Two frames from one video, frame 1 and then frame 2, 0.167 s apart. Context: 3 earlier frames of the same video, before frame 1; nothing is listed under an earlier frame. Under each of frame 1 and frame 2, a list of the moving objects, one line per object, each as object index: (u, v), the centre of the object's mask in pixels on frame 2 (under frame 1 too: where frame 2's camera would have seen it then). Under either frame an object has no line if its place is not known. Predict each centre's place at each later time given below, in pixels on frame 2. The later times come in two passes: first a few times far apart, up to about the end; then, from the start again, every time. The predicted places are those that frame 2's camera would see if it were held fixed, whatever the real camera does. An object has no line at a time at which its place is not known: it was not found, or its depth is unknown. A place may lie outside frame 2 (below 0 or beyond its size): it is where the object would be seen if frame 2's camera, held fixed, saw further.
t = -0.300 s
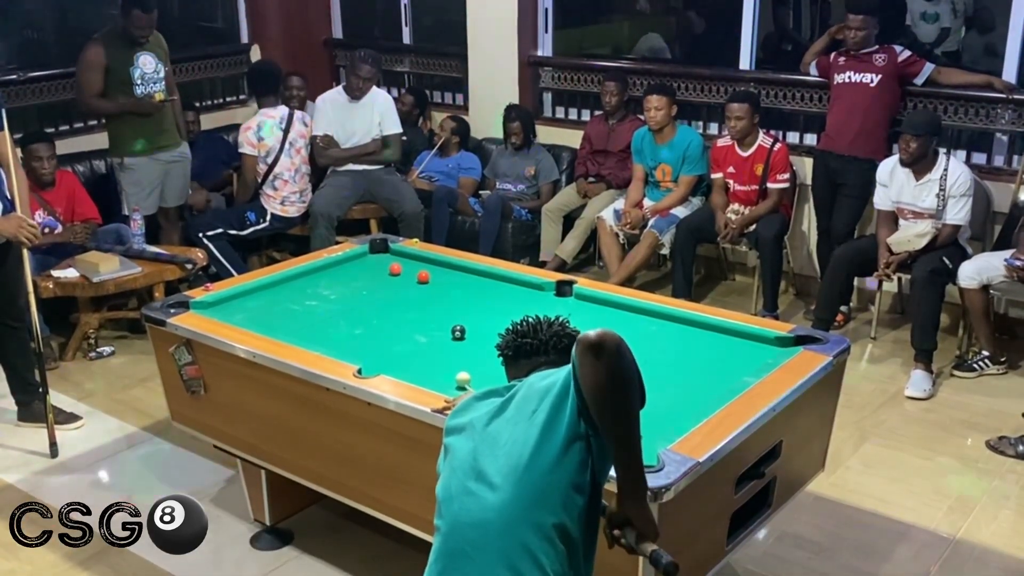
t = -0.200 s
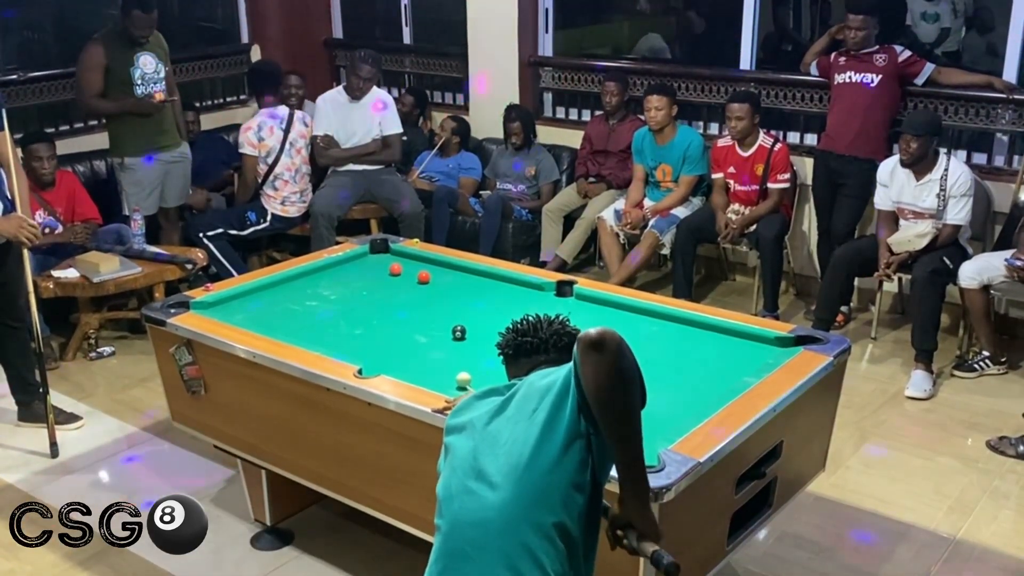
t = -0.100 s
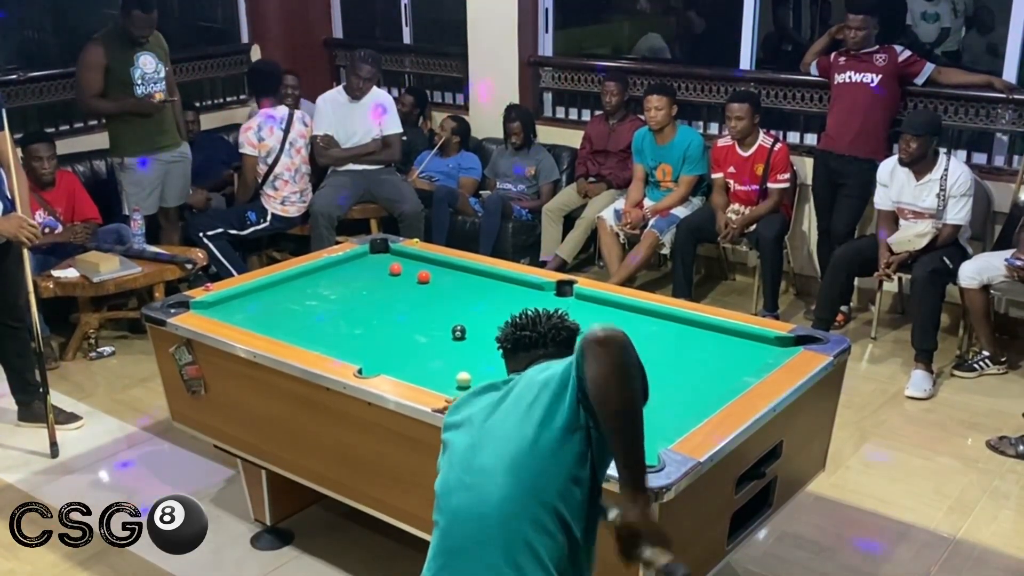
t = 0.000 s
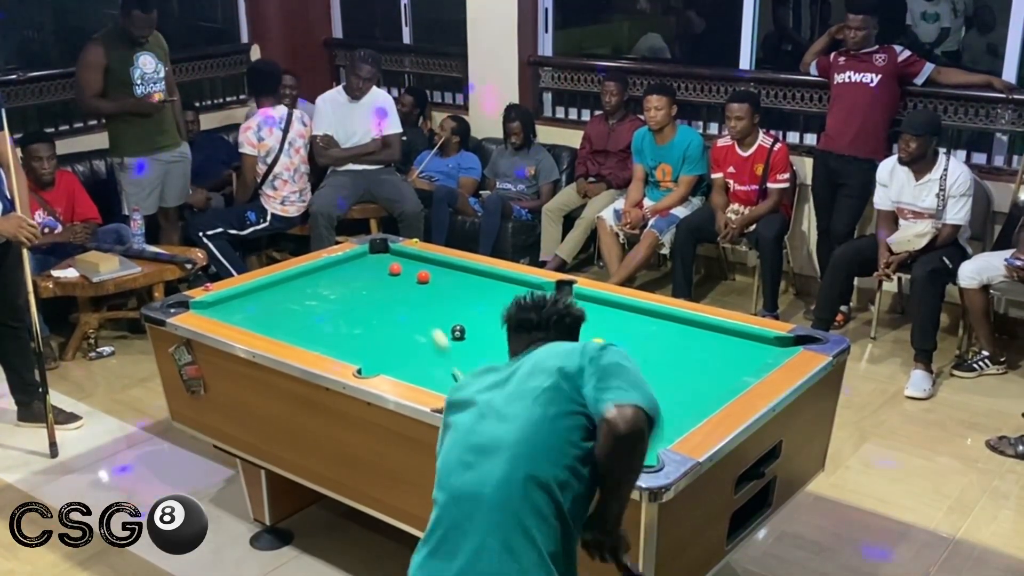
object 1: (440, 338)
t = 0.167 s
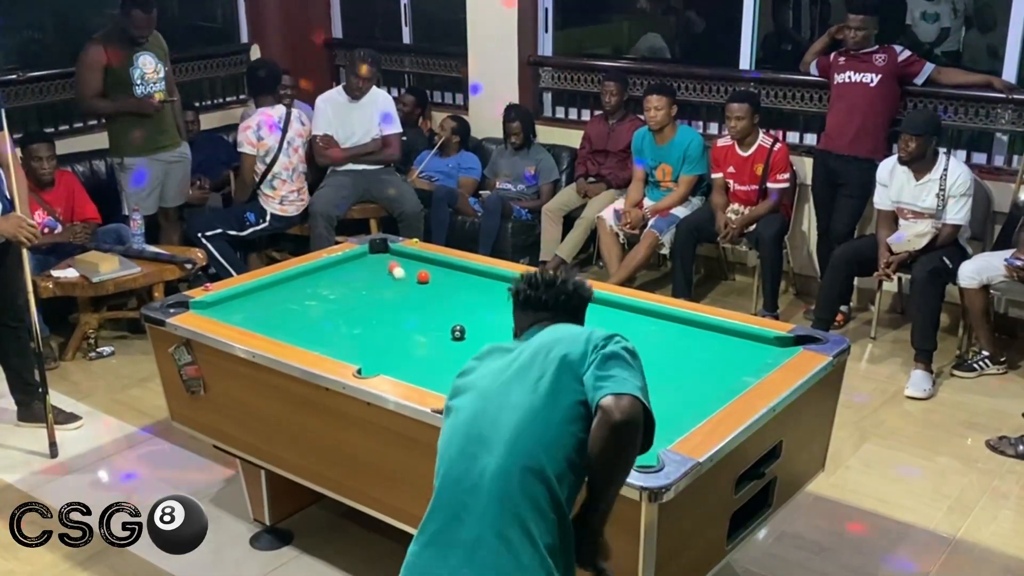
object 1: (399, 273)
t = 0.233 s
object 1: (400, 273)
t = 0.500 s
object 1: (408, 276)
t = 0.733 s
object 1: (411, 277)
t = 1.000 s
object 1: (411, 278)
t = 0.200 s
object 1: (399, 273)
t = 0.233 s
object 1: (400, 273)
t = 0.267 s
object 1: (401, 274)
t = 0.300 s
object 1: (402, 274)
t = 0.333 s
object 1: (403, 274)
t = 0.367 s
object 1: (404, 275)
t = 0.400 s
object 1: (405, 275)
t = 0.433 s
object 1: (406, 275)
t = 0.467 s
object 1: (407, 275)
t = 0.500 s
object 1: (408, 276)
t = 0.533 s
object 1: (408, 276)
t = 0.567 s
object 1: (409, 276)
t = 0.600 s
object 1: (410, 276)
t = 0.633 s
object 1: (410, 277)
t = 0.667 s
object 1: (411, 277)
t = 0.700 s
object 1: (411, 277)
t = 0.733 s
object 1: (411, 277)
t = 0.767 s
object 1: (411, 277)
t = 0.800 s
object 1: (411, 278)
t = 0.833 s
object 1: (411, 278)
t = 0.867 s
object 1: (411, 278)
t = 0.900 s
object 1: (411, 278)
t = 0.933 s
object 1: (411, 278)
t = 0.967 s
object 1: (411, 278)
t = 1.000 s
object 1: (411, 278)
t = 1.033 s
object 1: (411, 278)
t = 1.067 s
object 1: (411, 278)
